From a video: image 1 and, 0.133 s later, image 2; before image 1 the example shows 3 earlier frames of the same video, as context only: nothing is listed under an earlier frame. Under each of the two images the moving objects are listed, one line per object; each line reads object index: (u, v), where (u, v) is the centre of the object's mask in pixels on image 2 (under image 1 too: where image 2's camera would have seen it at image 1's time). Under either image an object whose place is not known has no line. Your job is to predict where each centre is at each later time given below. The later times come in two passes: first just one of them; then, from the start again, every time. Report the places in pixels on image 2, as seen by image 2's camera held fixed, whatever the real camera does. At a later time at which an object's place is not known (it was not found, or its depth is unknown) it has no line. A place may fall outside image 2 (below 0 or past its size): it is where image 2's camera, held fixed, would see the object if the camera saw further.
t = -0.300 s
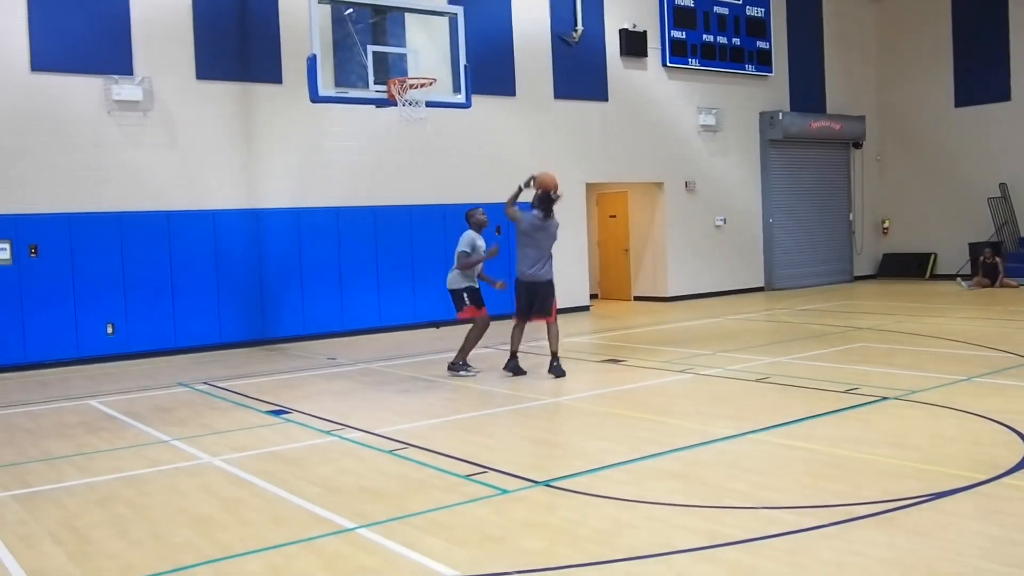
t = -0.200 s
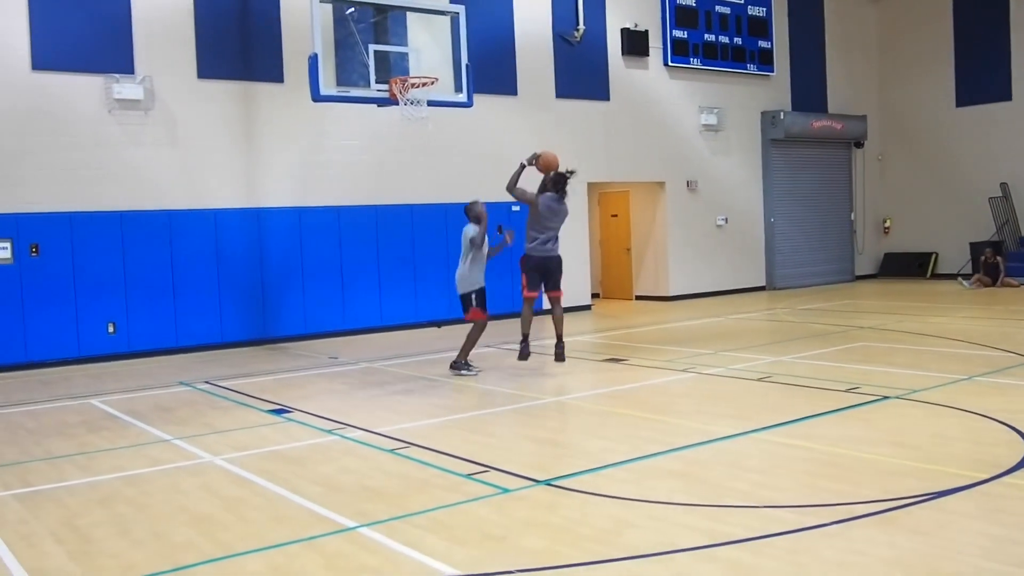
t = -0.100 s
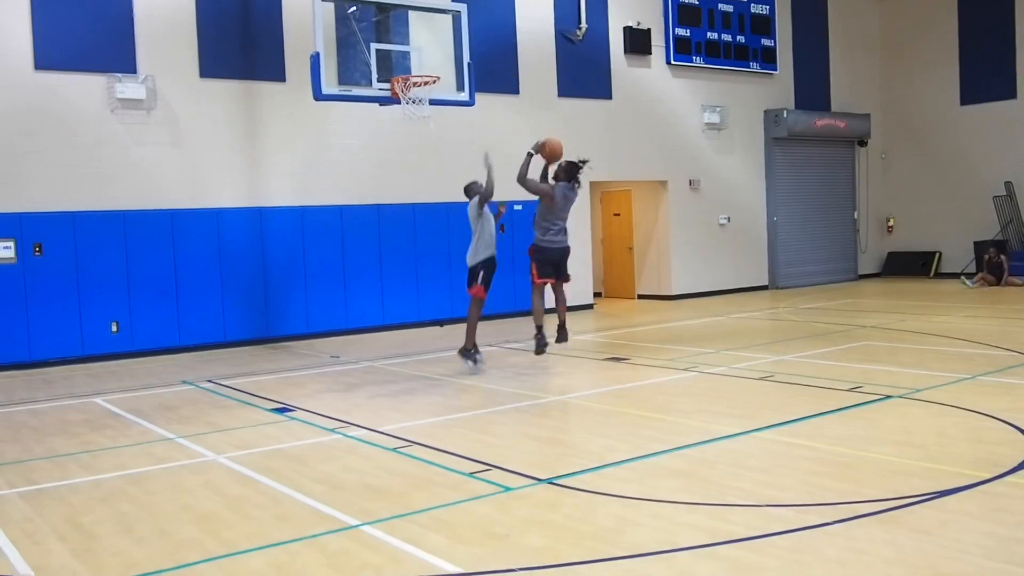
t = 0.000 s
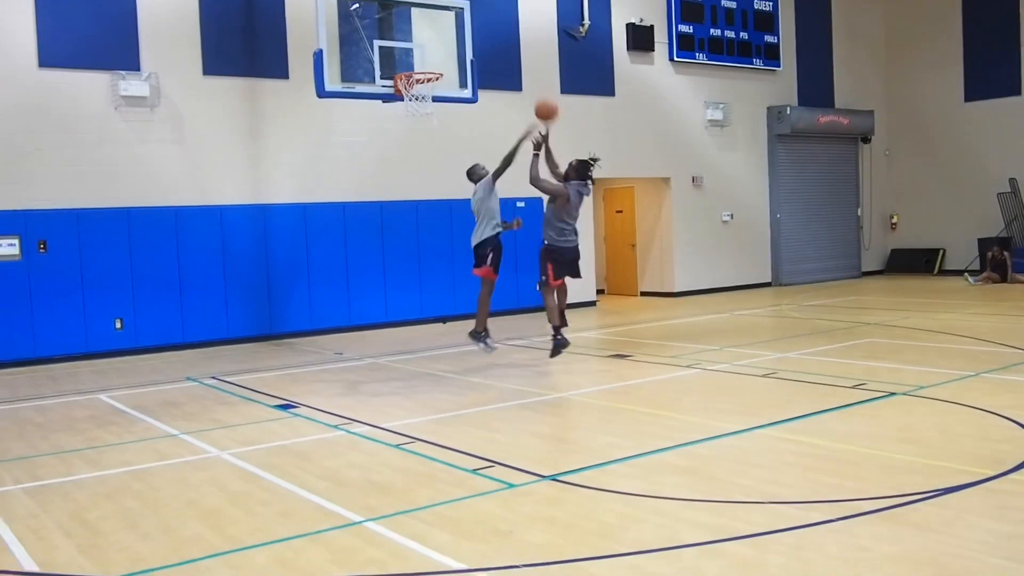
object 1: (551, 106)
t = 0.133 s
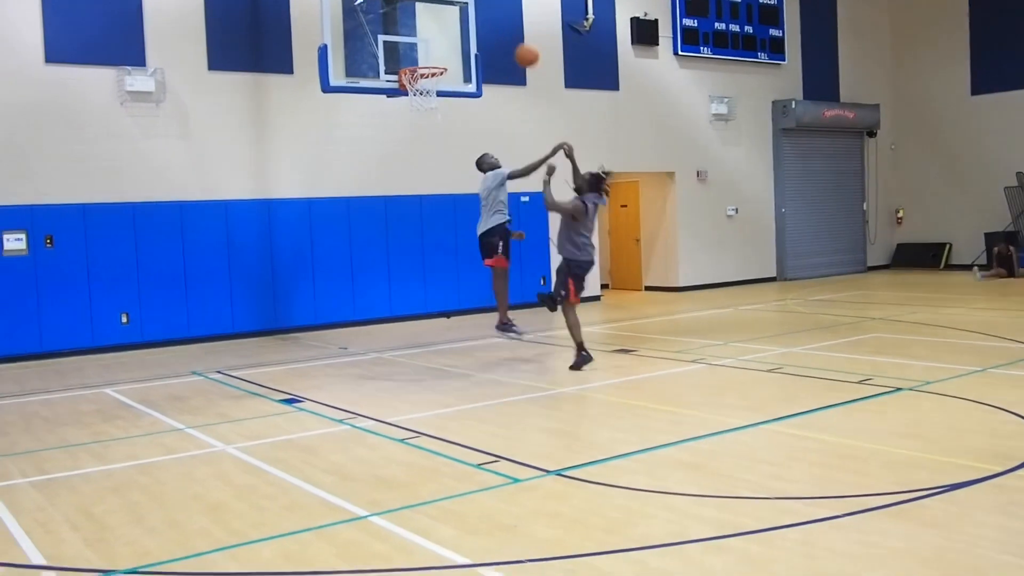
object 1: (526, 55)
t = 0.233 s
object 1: (511, 29)
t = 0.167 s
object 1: (521, 45)
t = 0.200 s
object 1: (516, 36)
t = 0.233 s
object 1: (511, 29)
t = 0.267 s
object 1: (506, 22)
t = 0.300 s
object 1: (500, 16)
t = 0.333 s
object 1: (496, 13)
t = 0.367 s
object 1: (491, 10)
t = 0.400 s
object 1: (486, 9)
